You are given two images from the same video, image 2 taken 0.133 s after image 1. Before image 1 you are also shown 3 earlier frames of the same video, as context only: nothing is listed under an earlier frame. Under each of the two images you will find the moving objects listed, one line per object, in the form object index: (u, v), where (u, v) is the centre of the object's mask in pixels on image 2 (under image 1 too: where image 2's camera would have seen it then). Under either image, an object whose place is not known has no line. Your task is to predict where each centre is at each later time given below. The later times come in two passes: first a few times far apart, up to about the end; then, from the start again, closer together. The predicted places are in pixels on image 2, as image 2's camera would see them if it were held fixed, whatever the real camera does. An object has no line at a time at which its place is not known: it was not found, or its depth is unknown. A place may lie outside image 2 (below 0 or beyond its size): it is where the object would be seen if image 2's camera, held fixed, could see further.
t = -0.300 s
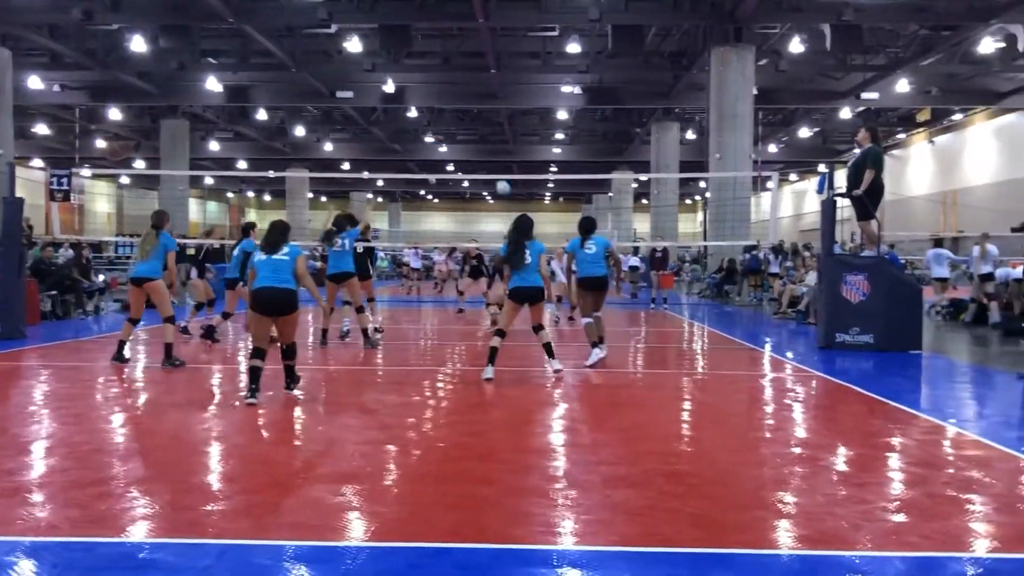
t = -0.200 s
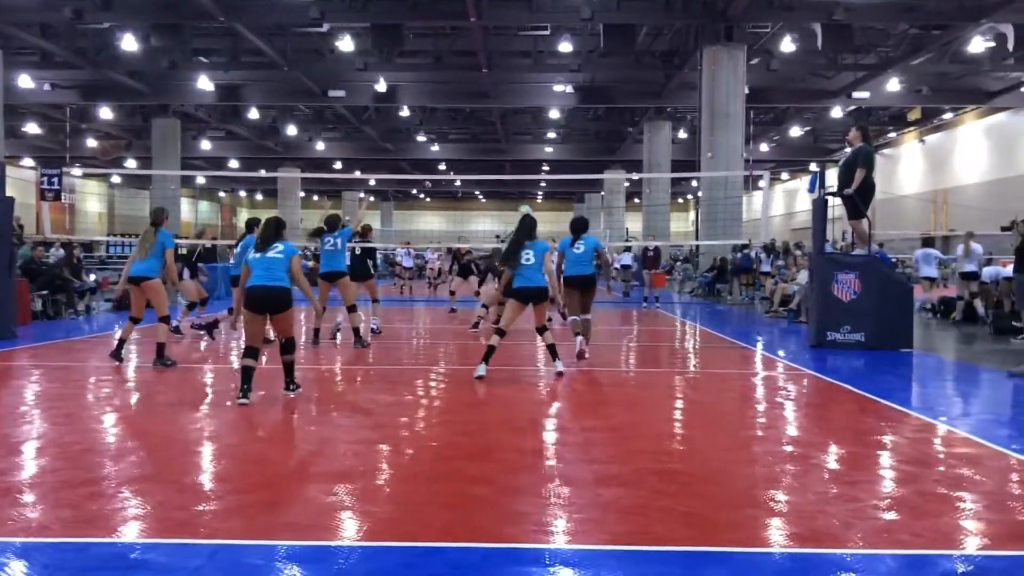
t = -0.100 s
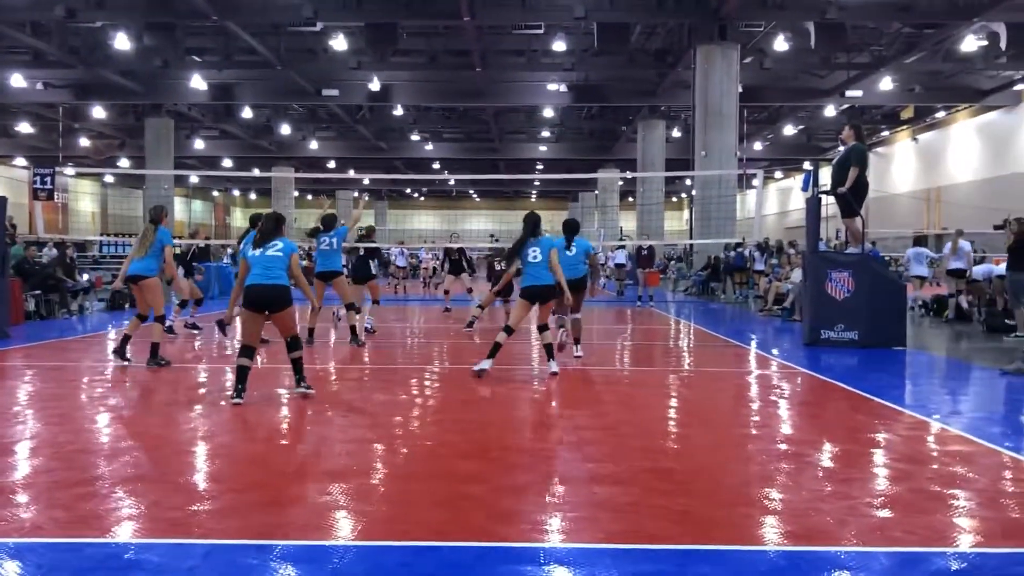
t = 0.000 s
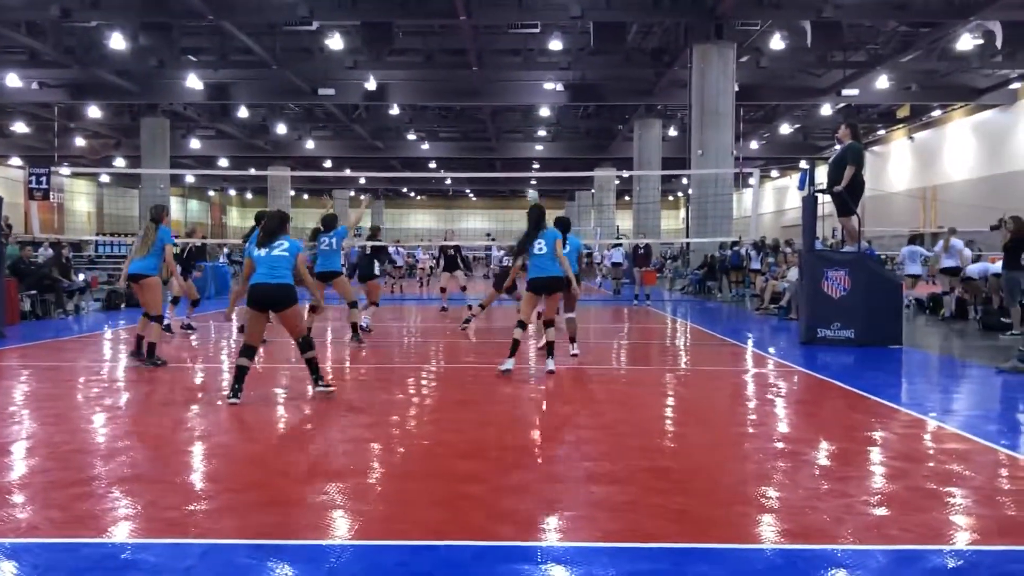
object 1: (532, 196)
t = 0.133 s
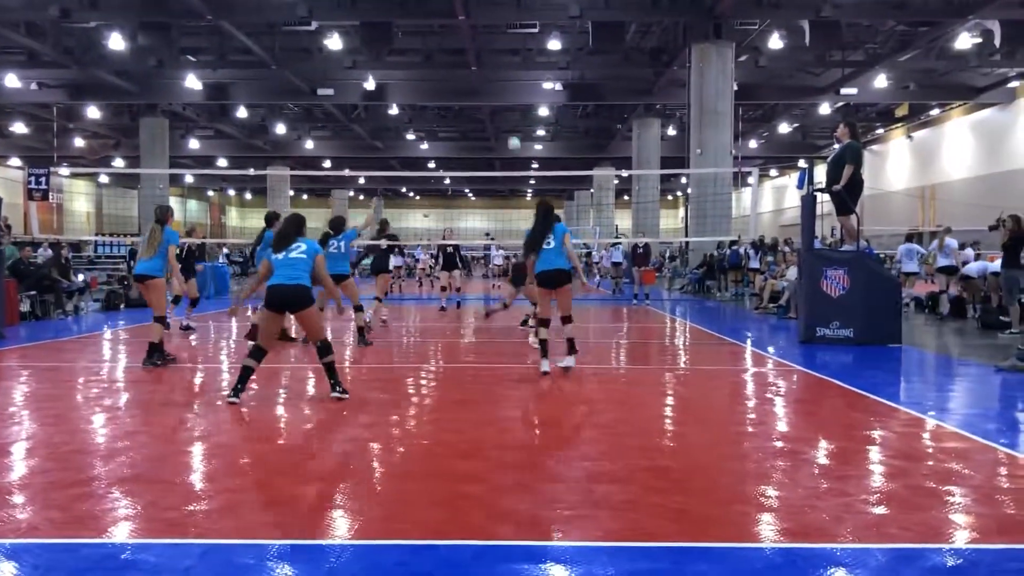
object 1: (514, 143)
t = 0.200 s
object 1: (506, 122)
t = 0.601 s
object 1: (457, 47)
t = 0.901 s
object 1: (422, 52)
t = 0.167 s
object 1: (509, 132)
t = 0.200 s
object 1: (506, 122)
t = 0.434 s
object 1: (477, 66)
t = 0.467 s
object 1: (473, 61)
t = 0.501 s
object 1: (469, 57)
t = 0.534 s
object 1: (465, 52)
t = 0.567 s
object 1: (461, 49)
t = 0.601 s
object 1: (457, 47)
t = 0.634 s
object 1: (453, 45)
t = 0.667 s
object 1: (449, 43)
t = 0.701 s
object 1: (445, 42)
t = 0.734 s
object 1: (441, 42)
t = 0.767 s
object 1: (437, 43)
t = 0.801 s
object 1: (433, 45)
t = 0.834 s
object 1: (428, 46)
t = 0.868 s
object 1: (426, 49)
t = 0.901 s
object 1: (422, 52)
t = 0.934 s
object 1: (418, 56)
